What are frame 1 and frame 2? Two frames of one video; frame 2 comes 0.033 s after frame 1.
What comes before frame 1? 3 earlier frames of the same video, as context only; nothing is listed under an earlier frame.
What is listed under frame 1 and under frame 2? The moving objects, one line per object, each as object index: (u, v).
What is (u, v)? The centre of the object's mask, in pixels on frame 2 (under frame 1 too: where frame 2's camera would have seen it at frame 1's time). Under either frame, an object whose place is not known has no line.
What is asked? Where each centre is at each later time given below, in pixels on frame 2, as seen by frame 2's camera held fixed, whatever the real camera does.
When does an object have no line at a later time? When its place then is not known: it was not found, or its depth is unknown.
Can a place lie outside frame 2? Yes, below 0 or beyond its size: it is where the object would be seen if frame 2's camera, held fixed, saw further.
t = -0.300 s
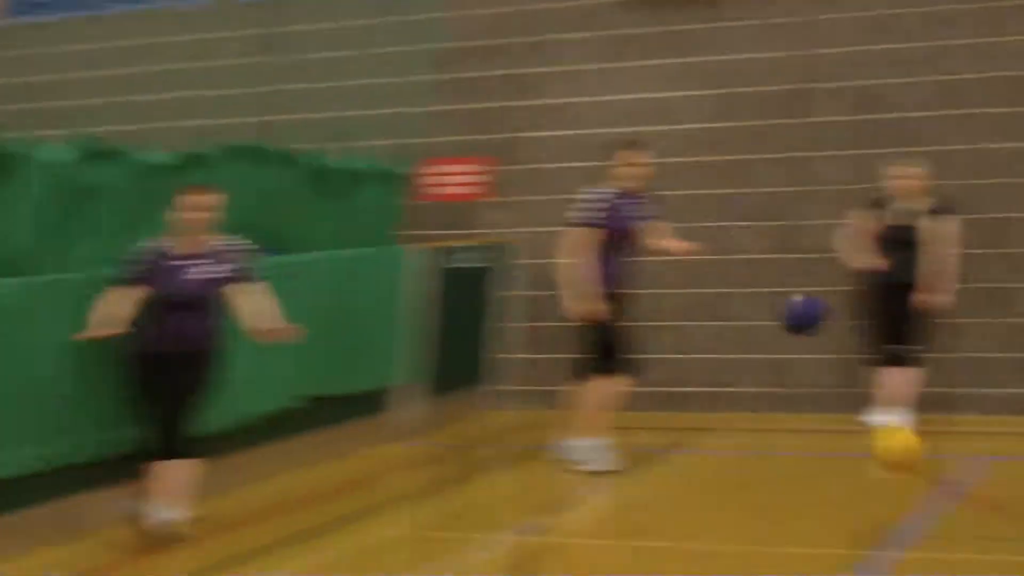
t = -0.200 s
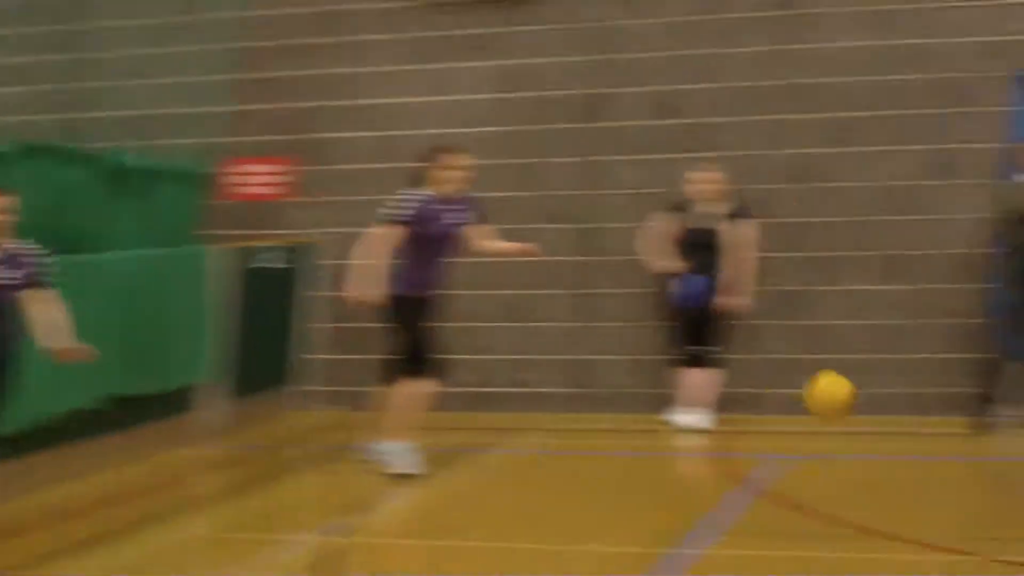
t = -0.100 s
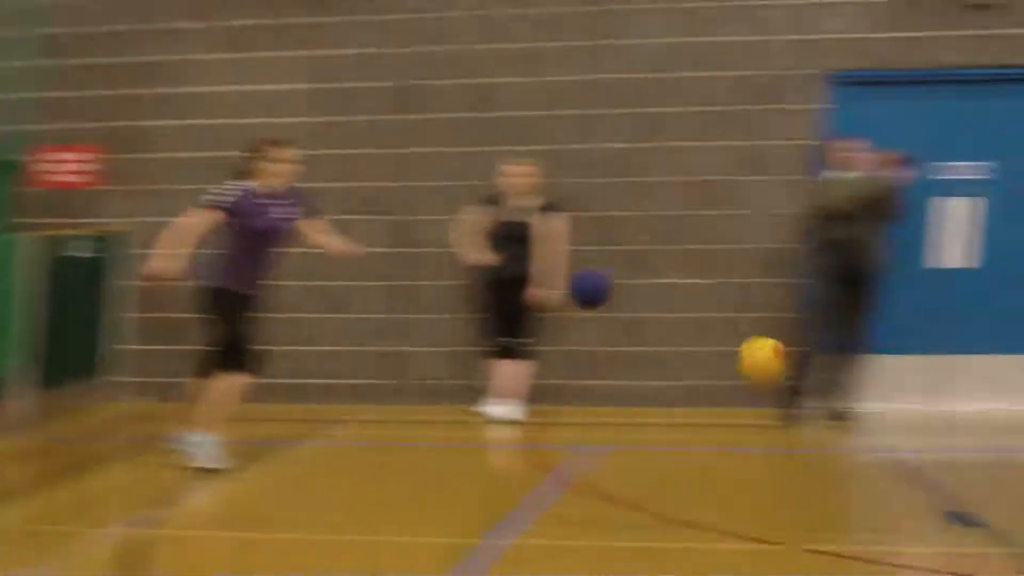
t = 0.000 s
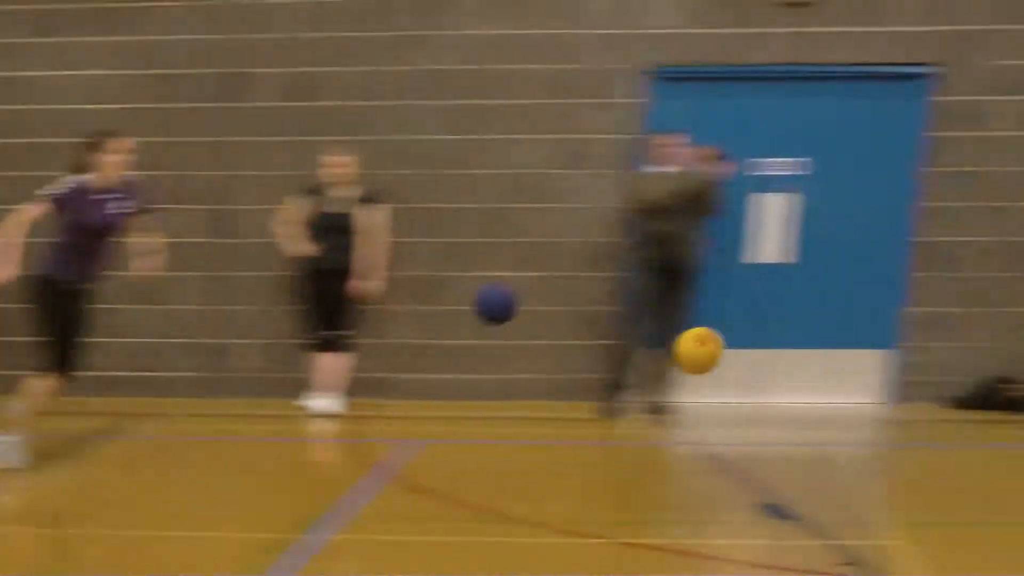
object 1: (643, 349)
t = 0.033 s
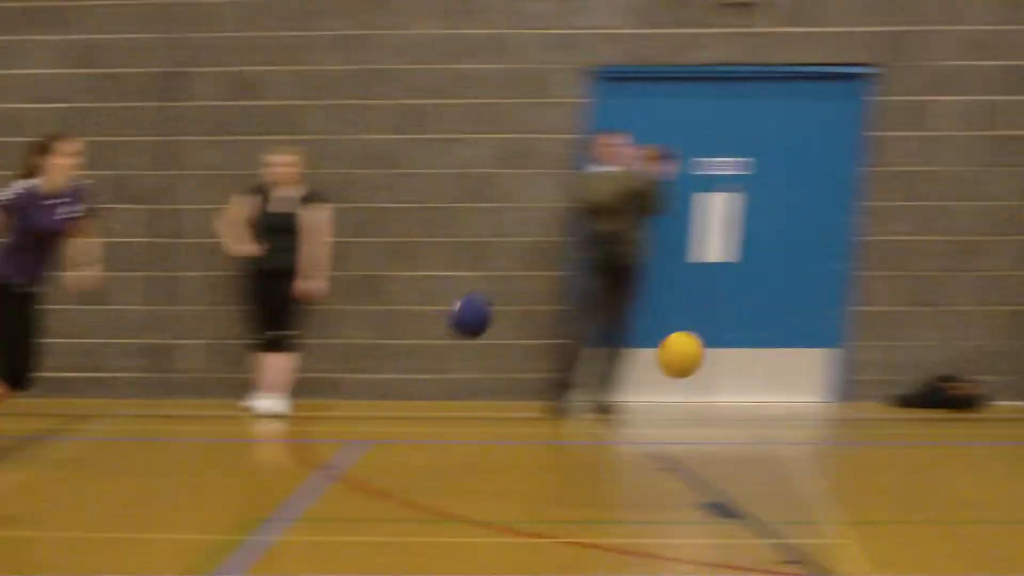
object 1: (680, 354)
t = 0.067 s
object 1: (716, 361)
